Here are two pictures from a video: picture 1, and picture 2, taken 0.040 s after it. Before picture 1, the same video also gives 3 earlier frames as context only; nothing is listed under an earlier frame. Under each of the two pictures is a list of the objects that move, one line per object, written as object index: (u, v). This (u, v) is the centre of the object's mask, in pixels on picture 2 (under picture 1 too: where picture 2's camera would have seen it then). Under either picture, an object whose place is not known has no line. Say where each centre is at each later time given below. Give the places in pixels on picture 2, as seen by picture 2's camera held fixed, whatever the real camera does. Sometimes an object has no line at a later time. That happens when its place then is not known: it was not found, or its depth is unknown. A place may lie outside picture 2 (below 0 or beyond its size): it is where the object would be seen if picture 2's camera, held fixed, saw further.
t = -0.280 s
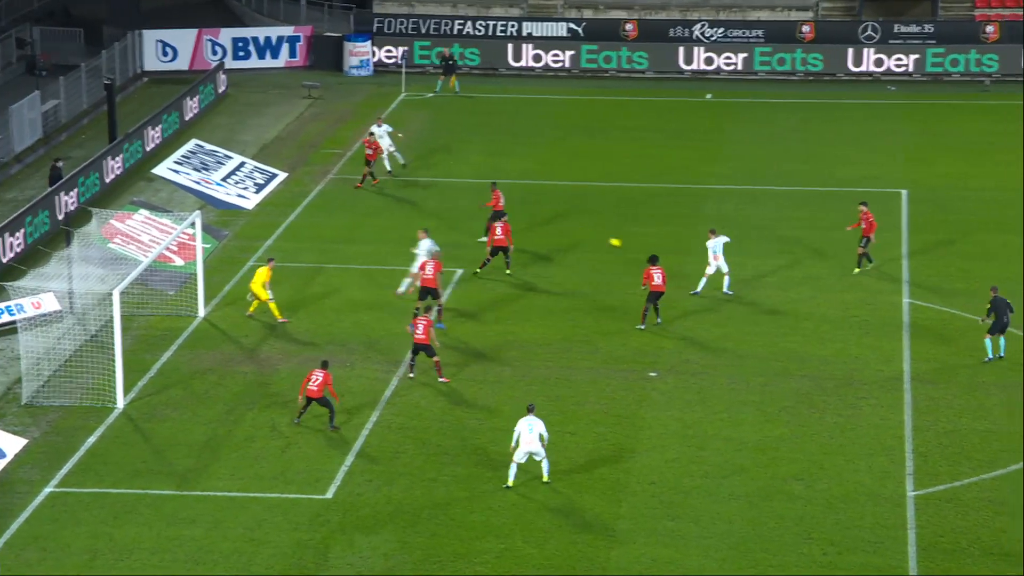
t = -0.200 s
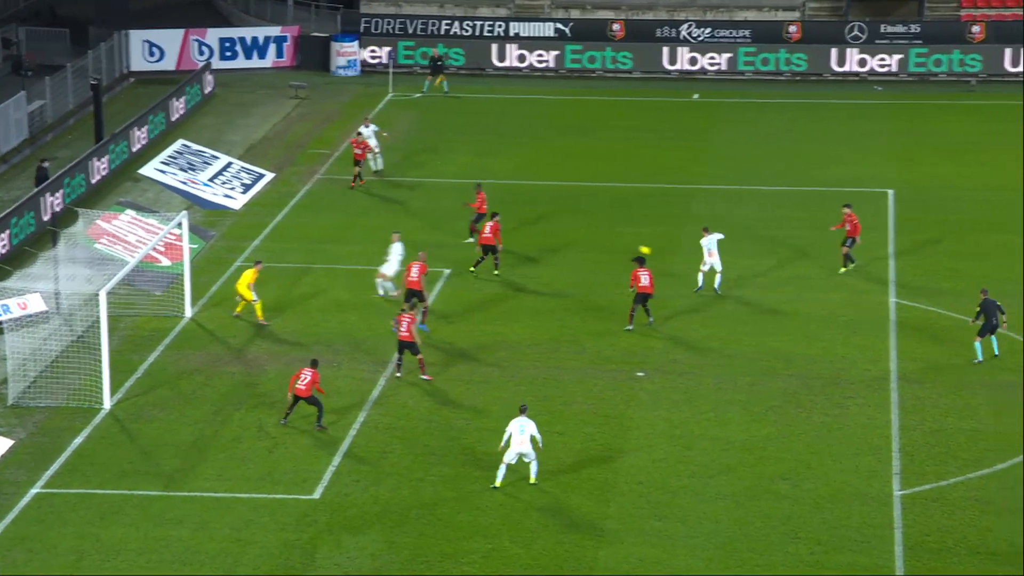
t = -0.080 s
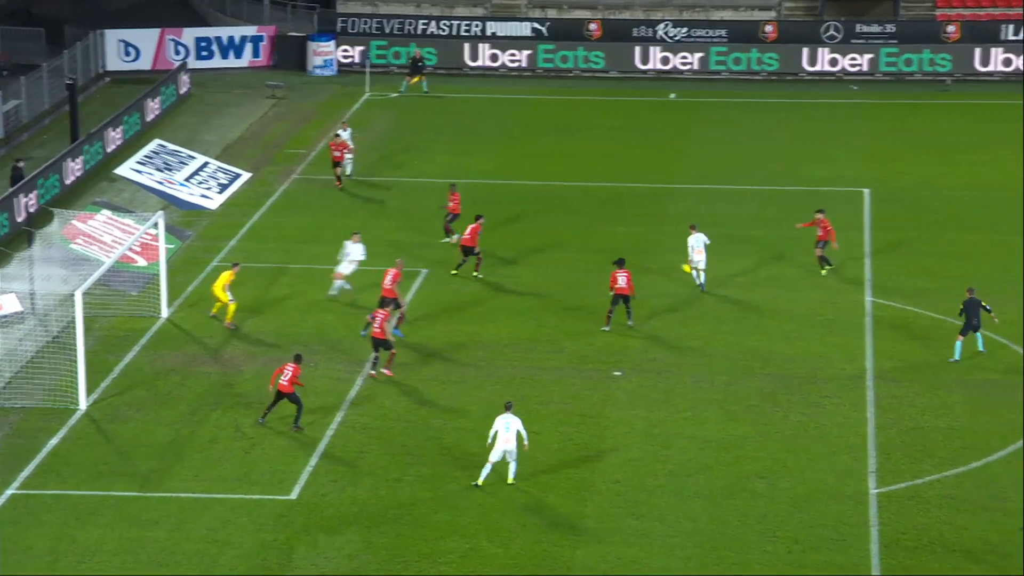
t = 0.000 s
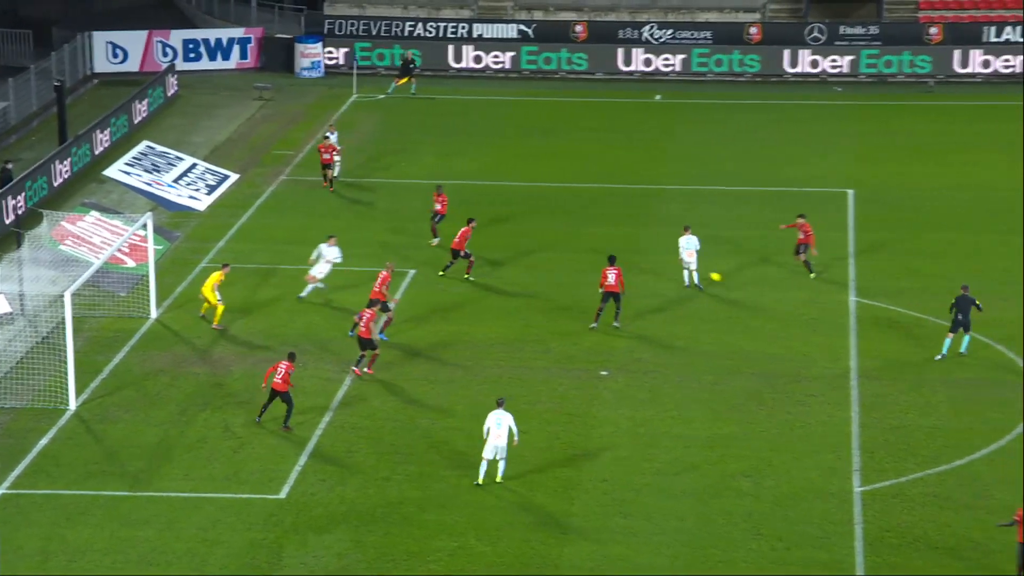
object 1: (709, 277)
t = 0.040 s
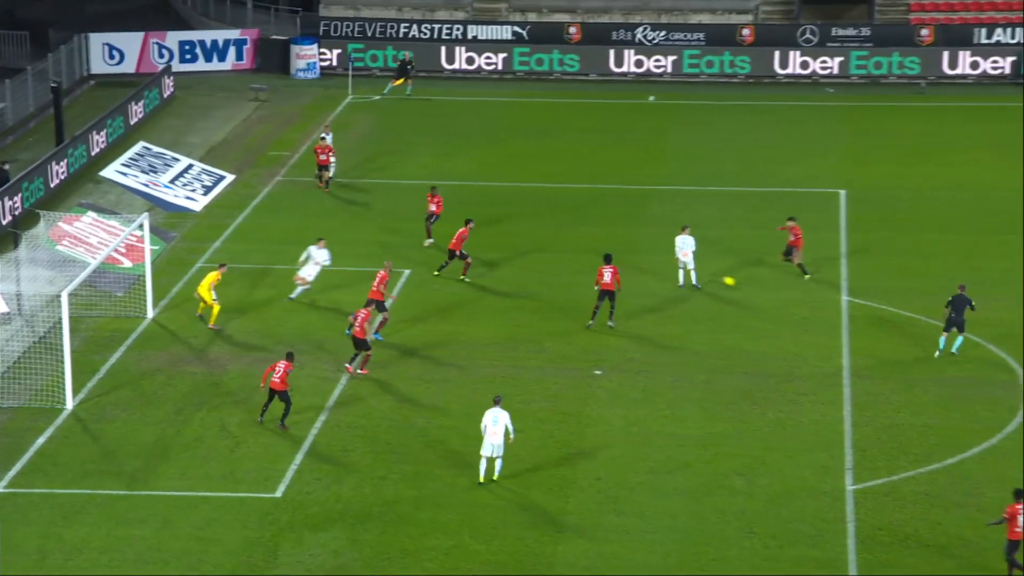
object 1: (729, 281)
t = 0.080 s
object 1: (750, 286)
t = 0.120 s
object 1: (771, 292)
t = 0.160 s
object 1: (790, 295)
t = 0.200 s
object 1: (811, 298)
